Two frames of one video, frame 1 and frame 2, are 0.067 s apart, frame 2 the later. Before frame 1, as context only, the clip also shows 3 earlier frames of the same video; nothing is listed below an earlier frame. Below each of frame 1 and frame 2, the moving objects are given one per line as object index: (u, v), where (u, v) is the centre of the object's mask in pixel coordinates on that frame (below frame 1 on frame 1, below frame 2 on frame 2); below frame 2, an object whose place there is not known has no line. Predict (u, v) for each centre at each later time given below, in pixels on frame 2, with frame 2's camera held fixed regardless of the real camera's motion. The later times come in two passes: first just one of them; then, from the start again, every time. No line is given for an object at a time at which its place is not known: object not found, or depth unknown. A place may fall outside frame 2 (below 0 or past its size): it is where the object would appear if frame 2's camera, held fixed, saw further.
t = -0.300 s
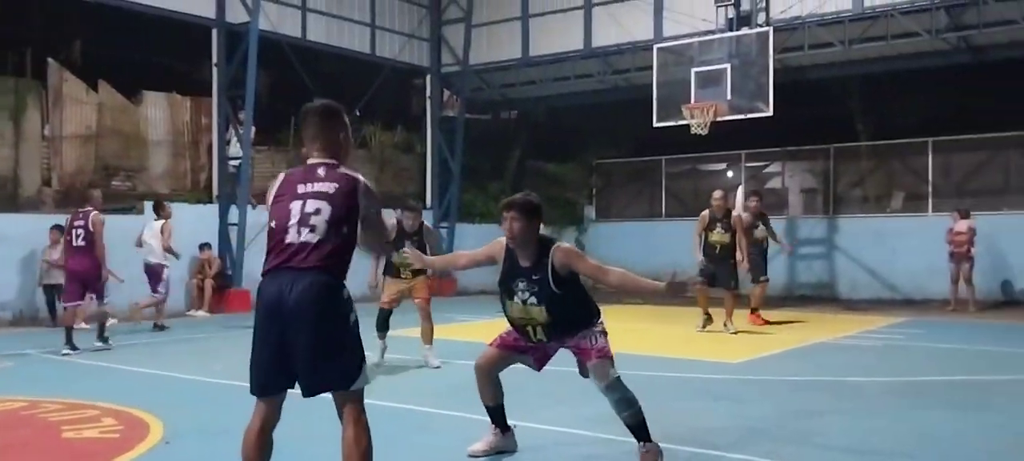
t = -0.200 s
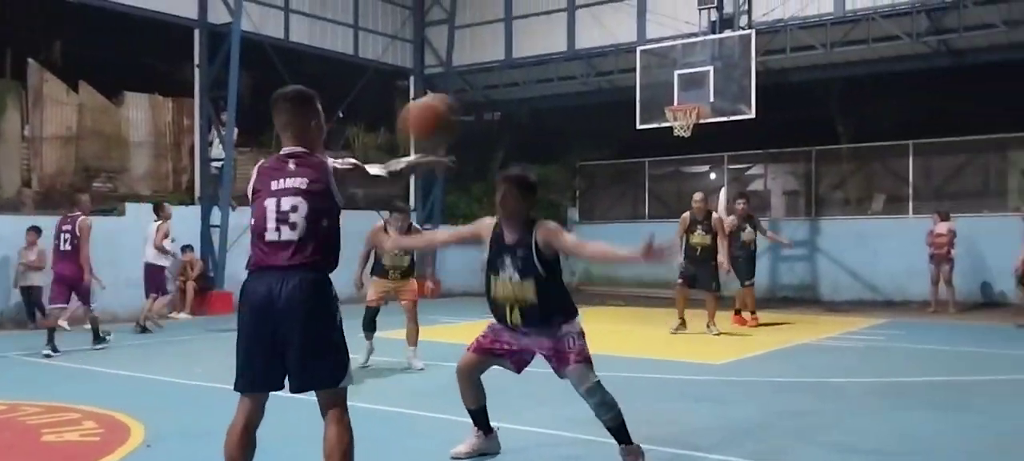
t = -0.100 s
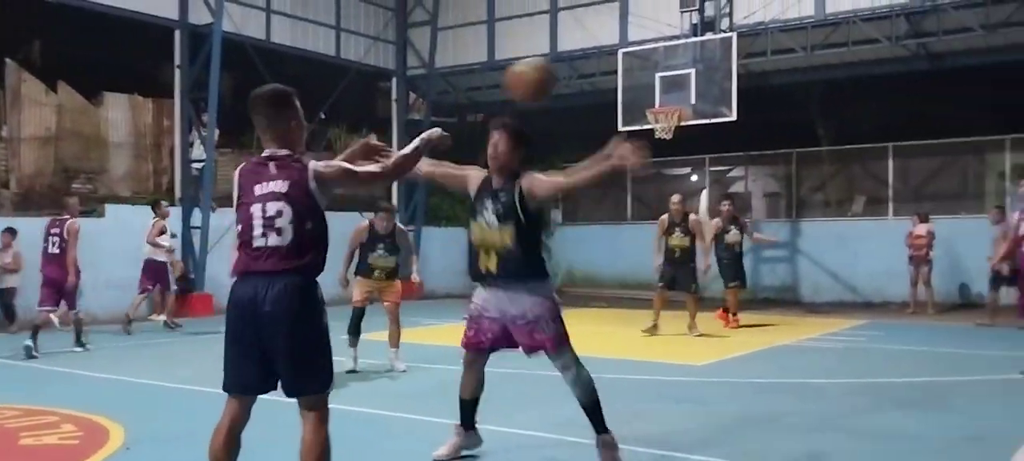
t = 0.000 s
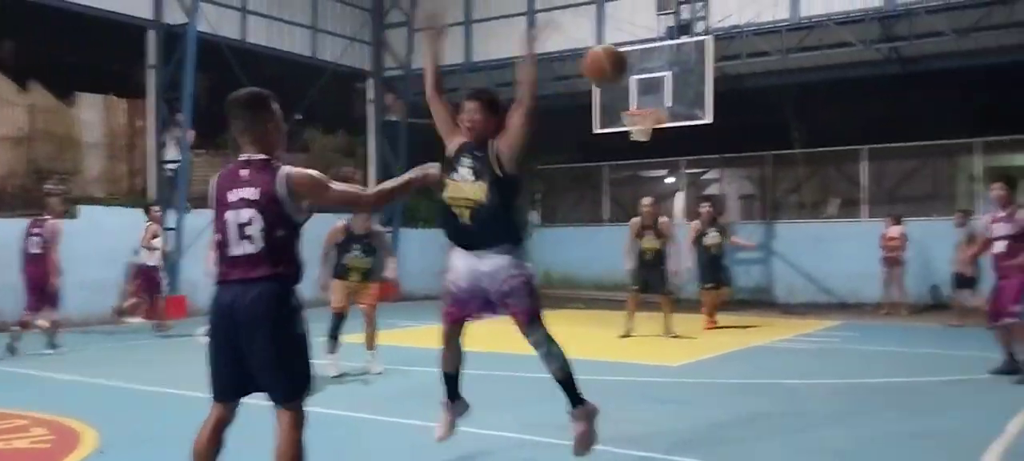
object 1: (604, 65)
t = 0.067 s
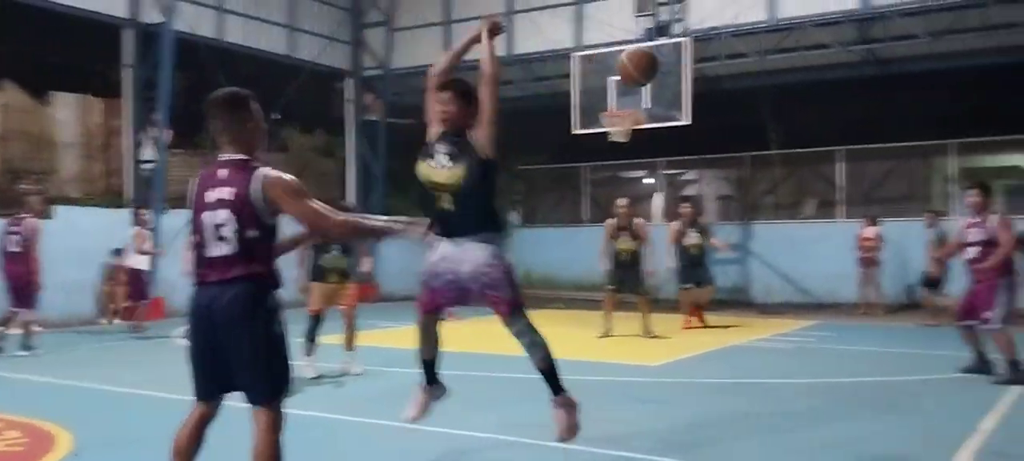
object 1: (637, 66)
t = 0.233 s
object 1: (745, 91)
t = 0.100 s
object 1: (662, 66)
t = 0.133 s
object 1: (683, 70)
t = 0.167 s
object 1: (706, 77)
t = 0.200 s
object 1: (726, 83)
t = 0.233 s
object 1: (745, 91)
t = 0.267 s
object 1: (763, 99)
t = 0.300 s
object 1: (780, 109)
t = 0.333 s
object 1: (796, 119)
